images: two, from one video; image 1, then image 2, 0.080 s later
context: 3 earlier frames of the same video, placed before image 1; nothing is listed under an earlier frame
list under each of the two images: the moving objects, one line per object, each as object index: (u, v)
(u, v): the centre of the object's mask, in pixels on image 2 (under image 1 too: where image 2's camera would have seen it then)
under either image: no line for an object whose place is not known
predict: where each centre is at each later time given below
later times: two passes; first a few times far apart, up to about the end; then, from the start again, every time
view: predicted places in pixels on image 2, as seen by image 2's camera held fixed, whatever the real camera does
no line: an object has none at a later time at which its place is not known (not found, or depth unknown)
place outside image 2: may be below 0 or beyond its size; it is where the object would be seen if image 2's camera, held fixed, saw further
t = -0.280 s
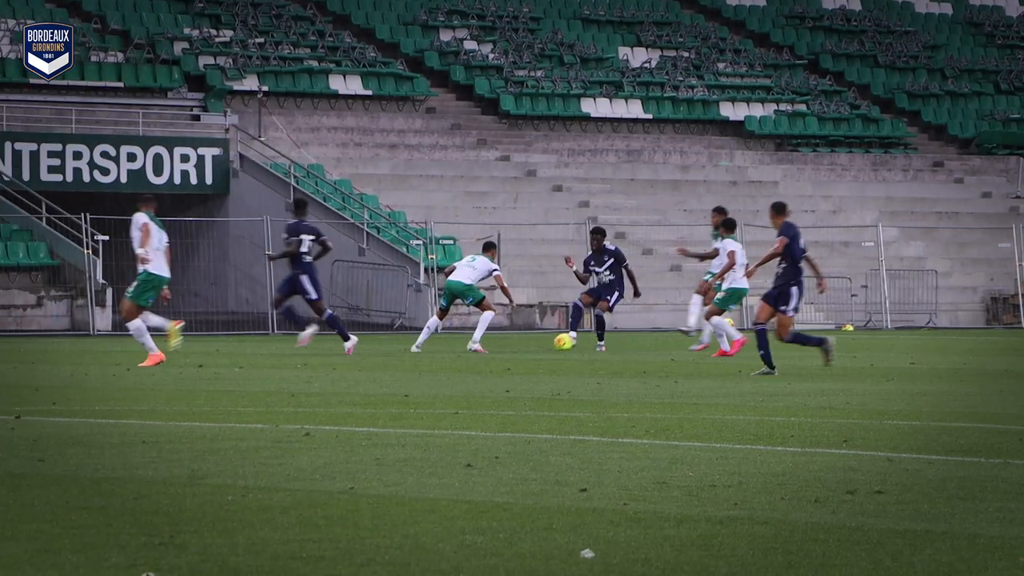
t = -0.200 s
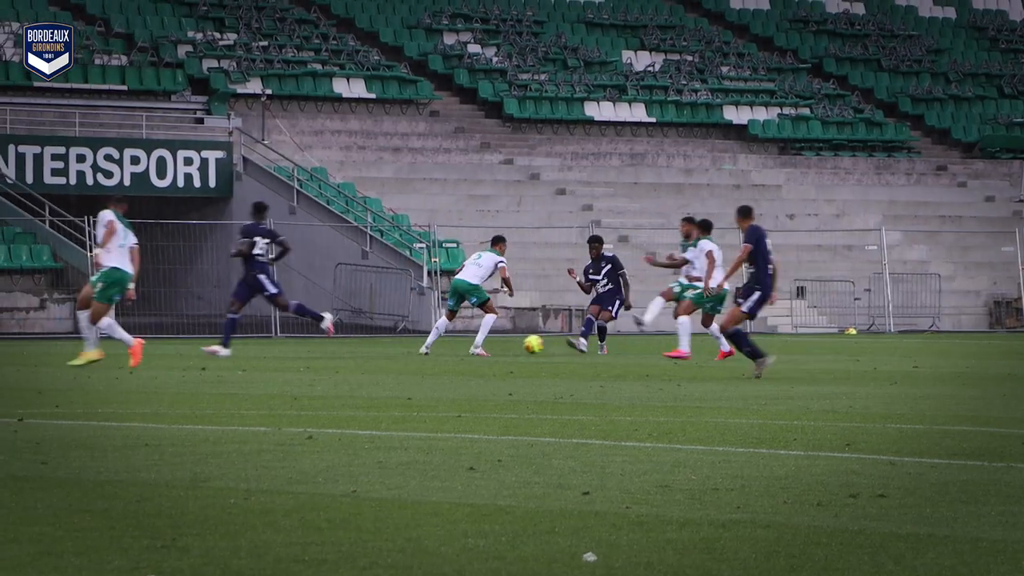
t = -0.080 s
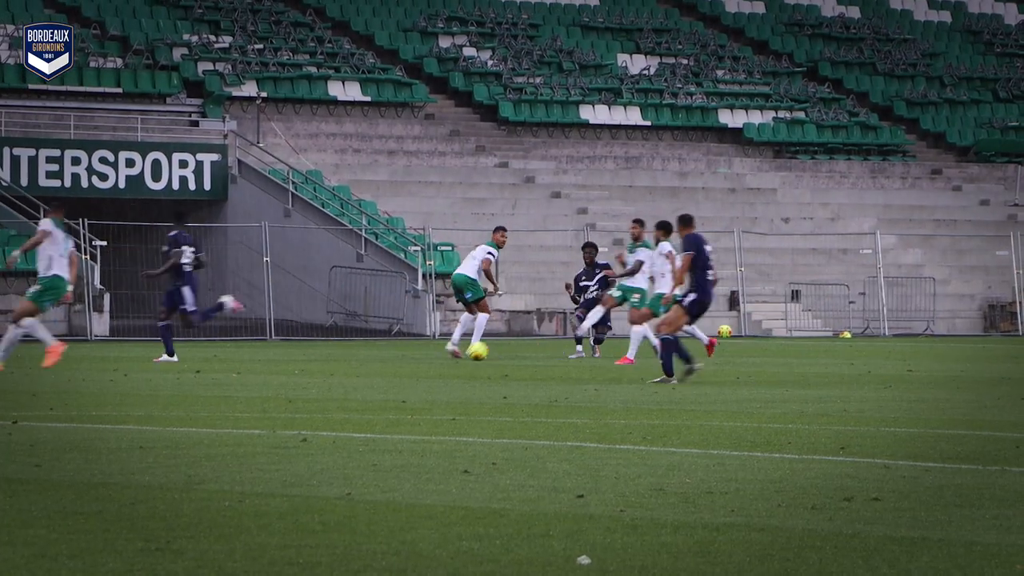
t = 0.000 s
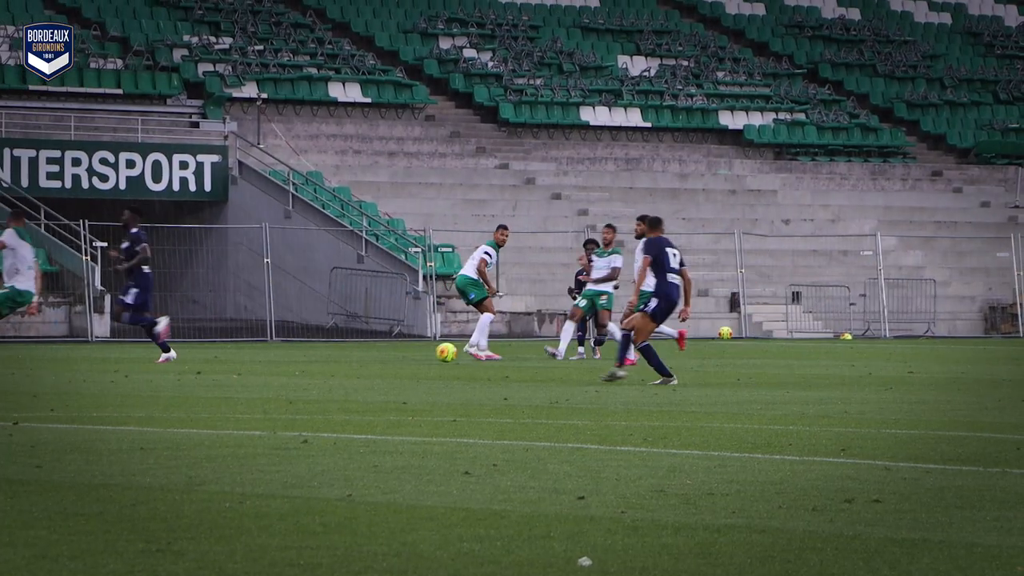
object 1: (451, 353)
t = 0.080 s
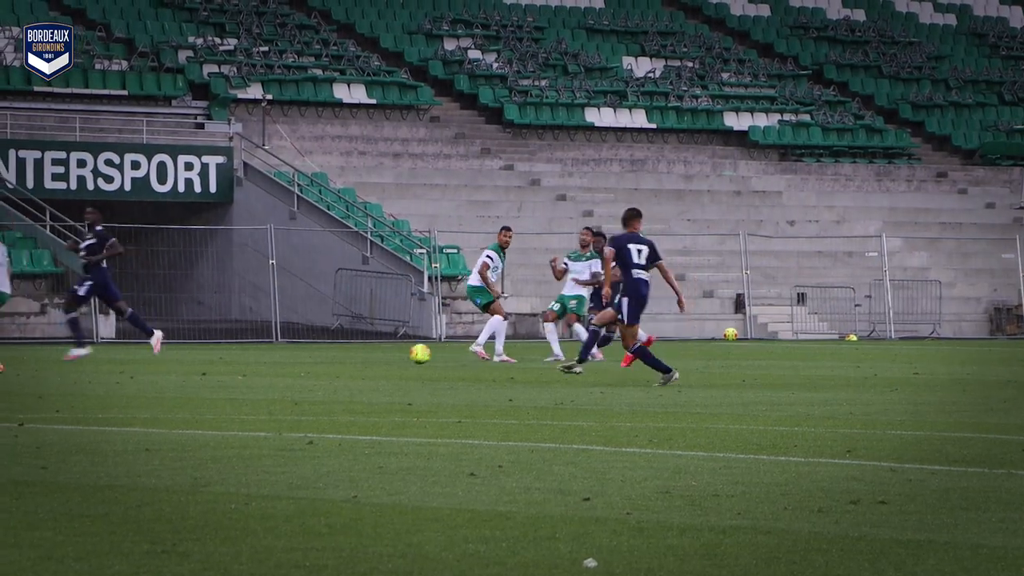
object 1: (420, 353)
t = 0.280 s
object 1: (345, 360)
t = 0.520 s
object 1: (266, 365)
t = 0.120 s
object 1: (404, 357)
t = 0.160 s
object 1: (388, 360)
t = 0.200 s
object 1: (374, 359)
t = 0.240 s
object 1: (360, 358)
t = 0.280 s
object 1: (345, 360)
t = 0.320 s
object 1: (331, 362)
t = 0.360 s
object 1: (318, 362)
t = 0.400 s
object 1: (305, 360)
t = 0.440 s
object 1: (292, 361)
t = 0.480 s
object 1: (278, 364)
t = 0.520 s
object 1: (266, 365)
